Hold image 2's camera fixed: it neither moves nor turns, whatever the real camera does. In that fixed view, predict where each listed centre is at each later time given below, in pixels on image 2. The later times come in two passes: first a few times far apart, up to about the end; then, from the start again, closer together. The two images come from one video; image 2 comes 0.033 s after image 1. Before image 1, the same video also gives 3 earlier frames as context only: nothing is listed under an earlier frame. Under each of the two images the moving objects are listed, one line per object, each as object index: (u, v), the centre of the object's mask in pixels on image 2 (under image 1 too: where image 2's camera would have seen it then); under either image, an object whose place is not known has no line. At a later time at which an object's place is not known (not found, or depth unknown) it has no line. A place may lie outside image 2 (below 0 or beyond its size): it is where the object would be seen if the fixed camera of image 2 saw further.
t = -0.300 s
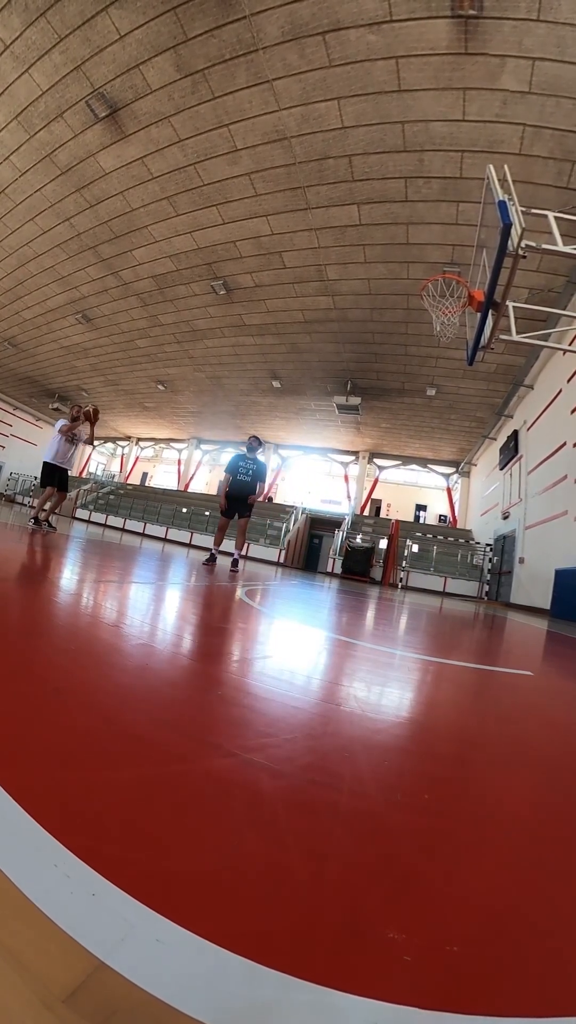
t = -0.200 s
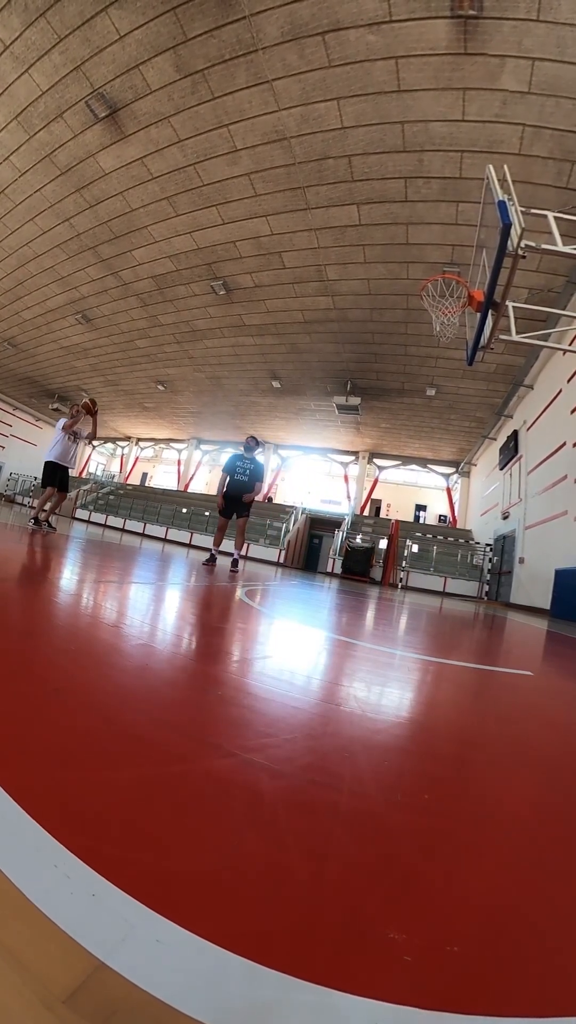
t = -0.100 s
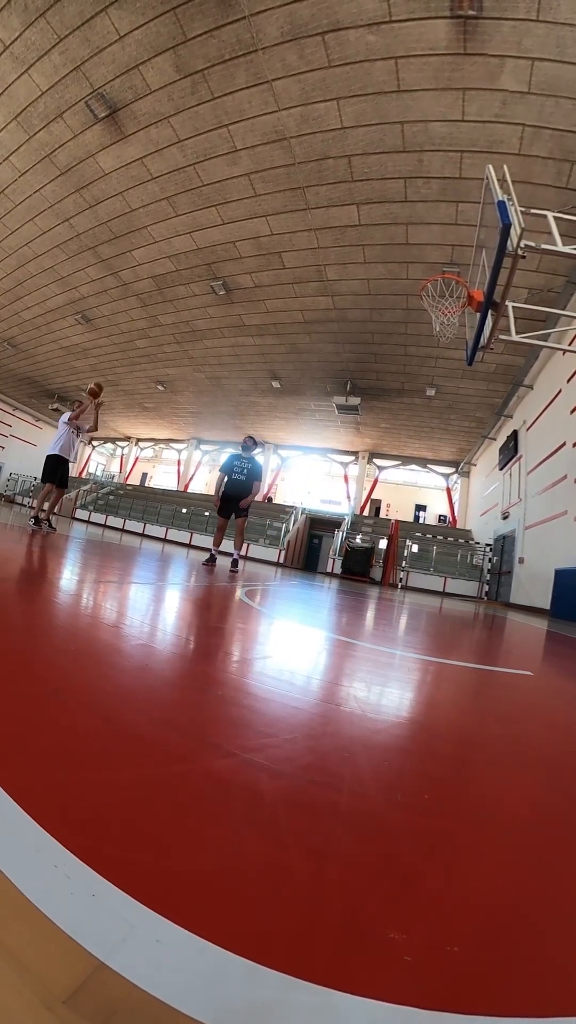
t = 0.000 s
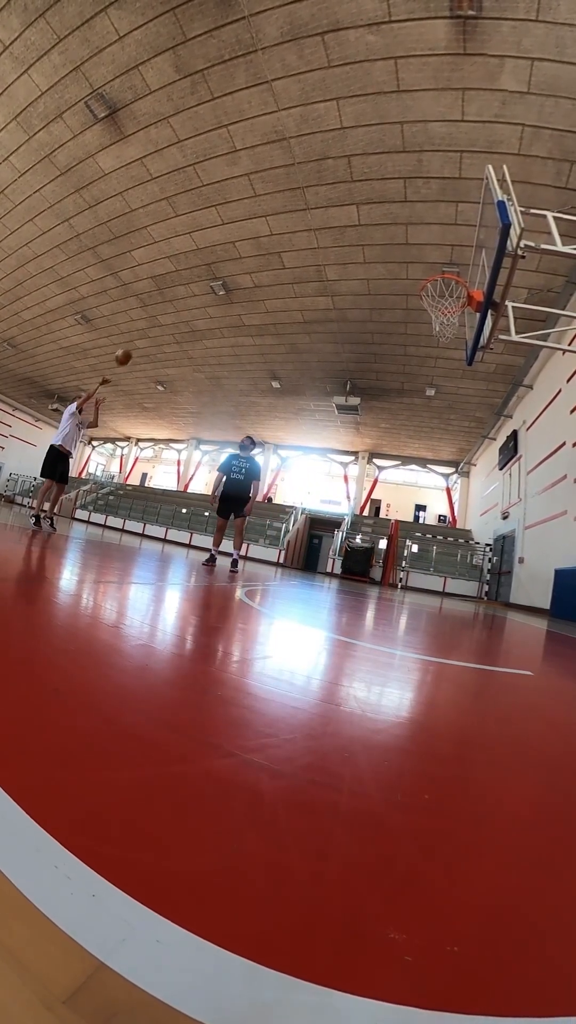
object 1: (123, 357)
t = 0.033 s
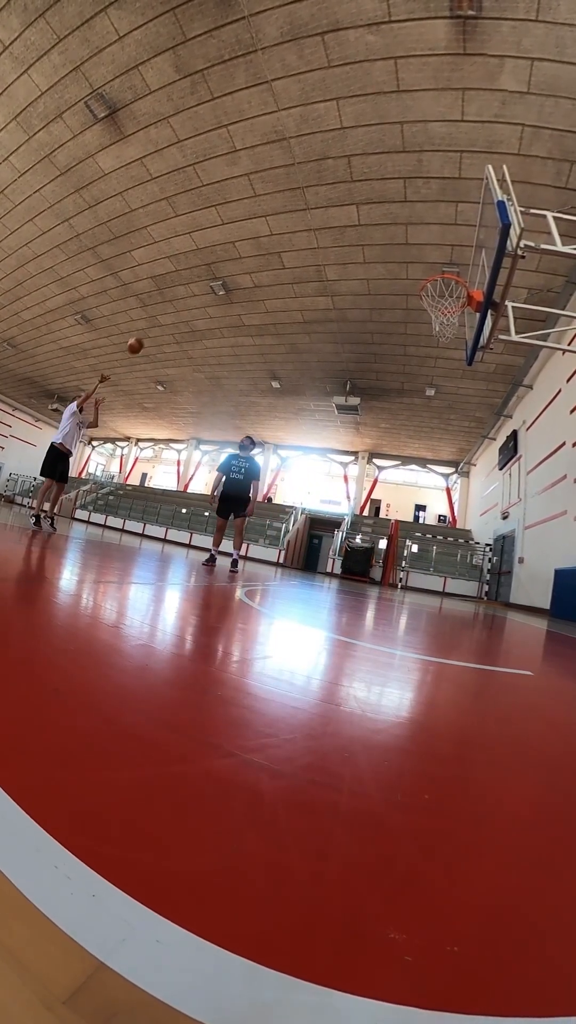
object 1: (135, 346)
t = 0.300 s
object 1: (228, 281)
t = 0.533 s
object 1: (309, 260)
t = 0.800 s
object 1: (408, 279)
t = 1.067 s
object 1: (469, 336)
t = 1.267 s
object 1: (480, 410)
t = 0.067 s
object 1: (147, 335)
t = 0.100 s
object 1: (158, 325)
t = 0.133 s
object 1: (170, 316)
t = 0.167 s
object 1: (182, 308)
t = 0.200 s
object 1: (193, 300)
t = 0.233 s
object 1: (205, 293)
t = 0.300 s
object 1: (228, 281)
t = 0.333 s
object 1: (240, 276)
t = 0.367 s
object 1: (251, 272)
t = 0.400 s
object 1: (262, 268)
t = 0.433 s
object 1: (274, 265)
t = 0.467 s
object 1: (286, 263)
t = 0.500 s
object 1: (297, 261)
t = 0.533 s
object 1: (309, 260)
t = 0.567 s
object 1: (321, 259)
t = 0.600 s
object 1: (332, 260)
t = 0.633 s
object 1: (345, 261)
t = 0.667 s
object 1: (357, 263)
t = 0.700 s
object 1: (369, 266)
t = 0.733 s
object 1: (382, 269)
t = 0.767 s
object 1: (395, 274)
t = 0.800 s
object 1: (408, 279)
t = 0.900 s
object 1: (447, 304)
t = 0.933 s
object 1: (462, 312)
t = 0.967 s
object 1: (464, 318)
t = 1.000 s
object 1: (464, 323)
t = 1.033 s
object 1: (467, 329)
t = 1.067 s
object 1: (469, 336)
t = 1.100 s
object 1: (470, 345)
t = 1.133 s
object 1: (473, 354)
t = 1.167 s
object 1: (475, 365)
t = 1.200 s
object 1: (476, 379)
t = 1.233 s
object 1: (478, 393)
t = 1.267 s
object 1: (480, 410)
